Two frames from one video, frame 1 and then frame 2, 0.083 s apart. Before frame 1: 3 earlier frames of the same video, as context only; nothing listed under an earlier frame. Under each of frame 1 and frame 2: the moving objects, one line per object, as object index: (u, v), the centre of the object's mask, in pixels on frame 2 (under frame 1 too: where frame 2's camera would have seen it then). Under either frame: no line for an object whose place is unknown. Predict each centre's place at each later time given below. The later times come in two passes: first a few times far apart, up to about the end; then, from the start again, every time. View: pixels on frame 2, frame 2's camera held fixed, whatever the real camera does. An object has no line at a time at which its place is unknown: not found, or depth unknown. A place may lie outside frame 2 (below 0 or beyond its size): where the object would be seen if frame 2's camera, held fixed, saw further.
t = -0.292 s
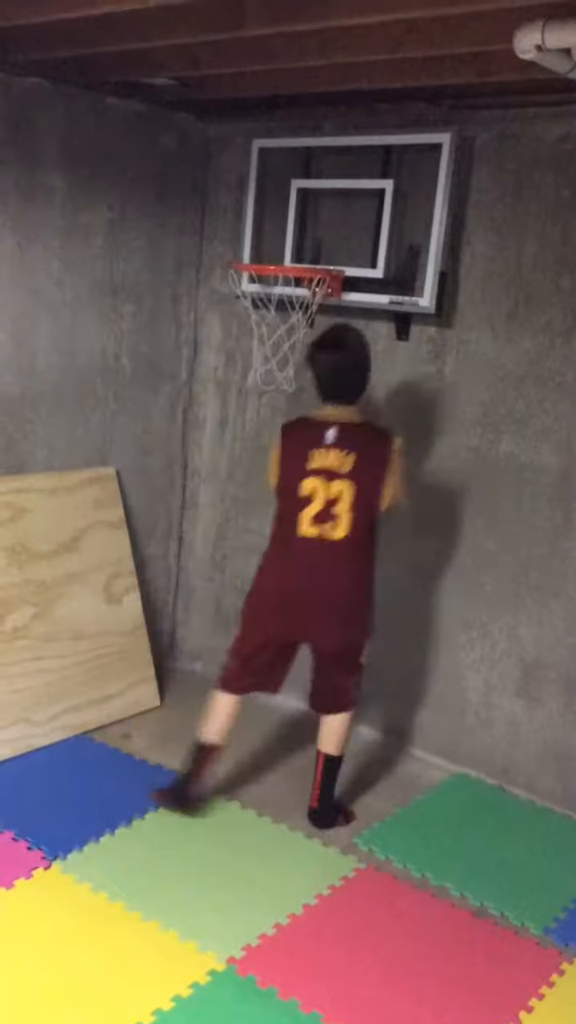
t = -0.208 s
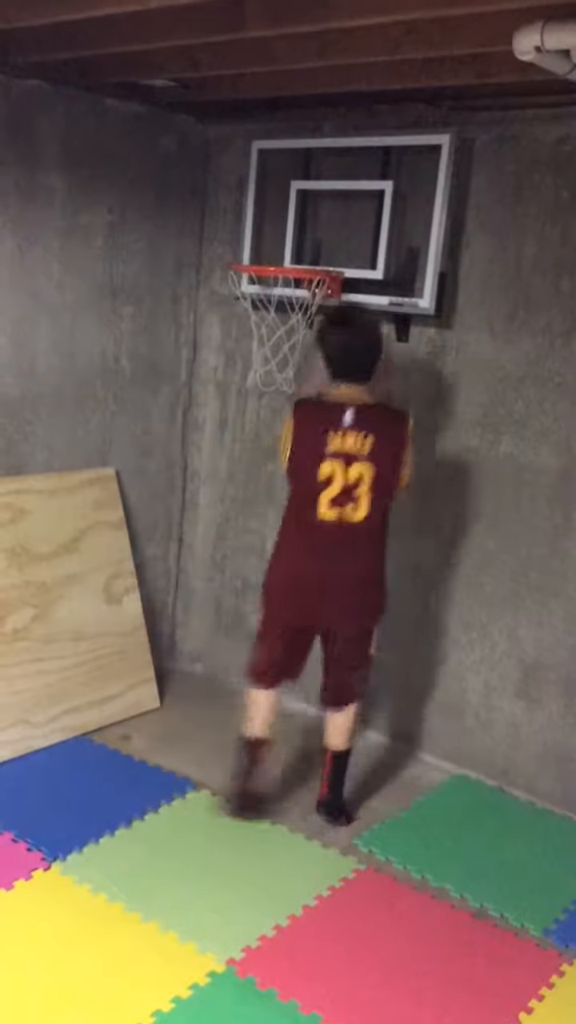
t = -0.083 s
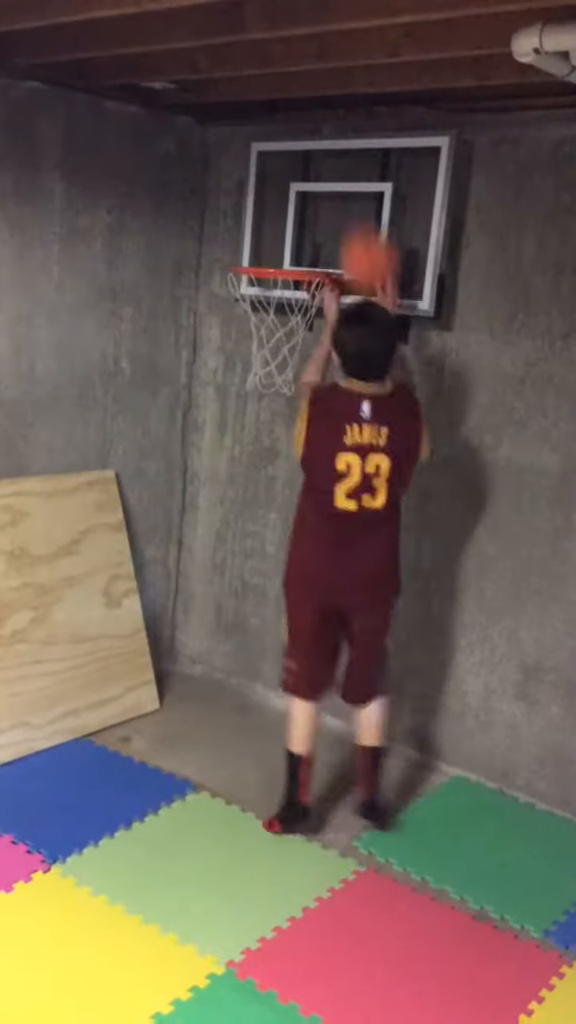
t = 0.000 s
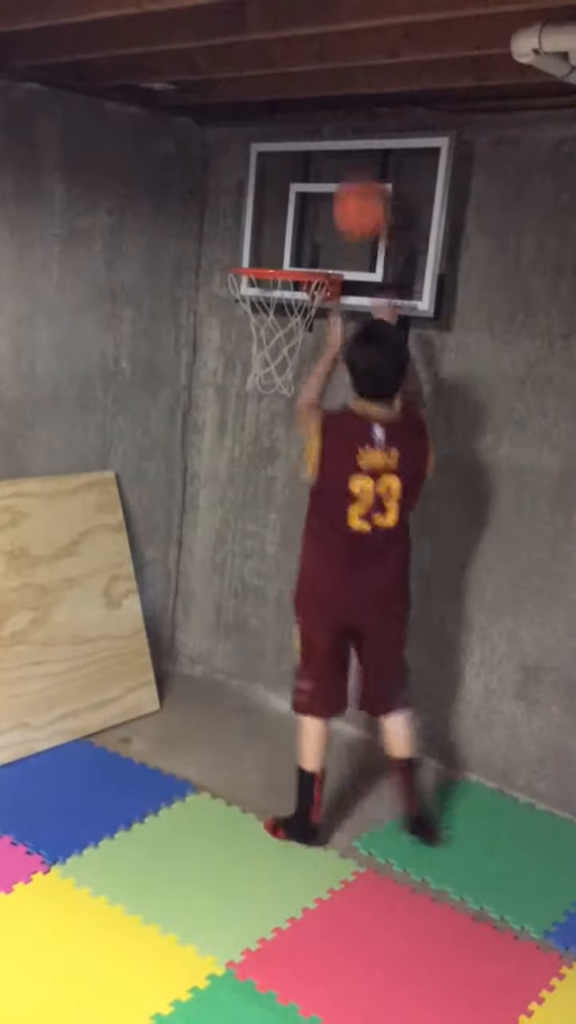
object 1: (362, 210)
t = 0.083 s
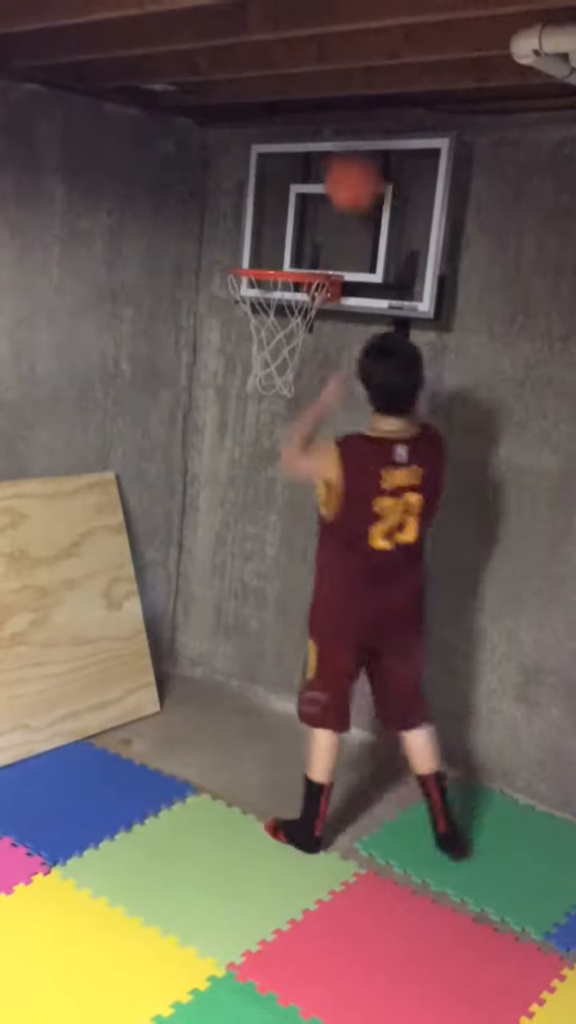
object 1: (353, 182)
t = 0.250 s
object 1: (318, 198)
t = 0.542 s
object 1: (239, 400)
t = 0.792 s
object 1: (172, 723)
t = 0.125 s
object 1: (348, 176)
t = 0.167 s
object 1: (341, 177)
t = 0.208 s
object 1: (331, 184)
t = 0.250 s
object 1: (318, 198)
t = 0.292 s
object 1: (306, 217)
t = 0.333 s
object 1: (294, 241)
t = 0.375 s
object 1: (284, 258)
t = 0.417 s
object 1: (269, 304)
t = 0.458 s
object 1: (257, 335)
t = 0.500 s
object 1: (248, 366)
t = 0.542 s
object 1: (239, 400)
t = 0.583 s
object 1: (227, 444)
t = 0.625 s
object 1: (217, 489)
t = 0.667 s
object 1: (207, 541)
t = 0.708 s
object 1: (195, 596)
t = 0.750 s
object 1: (182, 660)
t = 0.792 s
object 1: (172, 723)
